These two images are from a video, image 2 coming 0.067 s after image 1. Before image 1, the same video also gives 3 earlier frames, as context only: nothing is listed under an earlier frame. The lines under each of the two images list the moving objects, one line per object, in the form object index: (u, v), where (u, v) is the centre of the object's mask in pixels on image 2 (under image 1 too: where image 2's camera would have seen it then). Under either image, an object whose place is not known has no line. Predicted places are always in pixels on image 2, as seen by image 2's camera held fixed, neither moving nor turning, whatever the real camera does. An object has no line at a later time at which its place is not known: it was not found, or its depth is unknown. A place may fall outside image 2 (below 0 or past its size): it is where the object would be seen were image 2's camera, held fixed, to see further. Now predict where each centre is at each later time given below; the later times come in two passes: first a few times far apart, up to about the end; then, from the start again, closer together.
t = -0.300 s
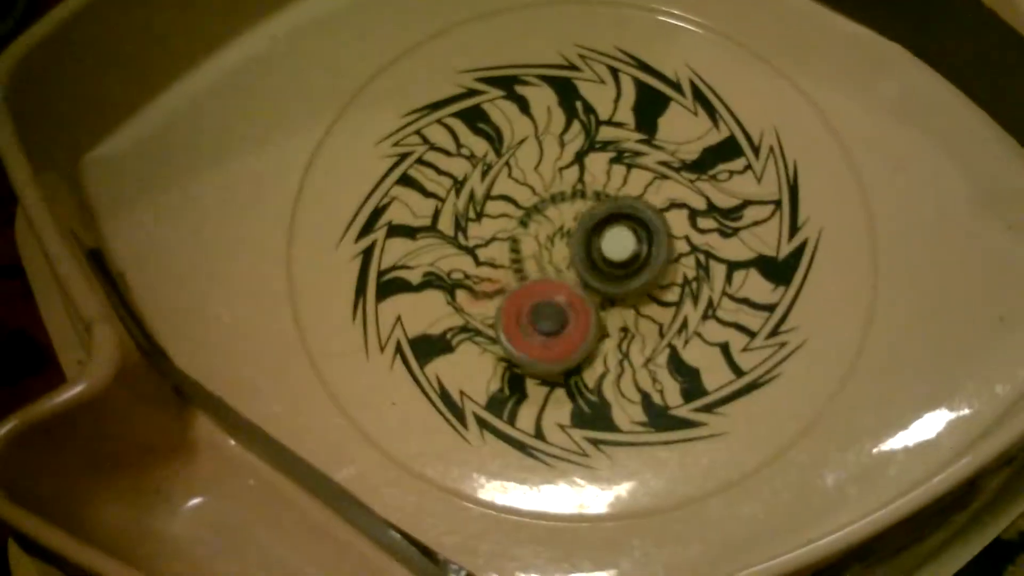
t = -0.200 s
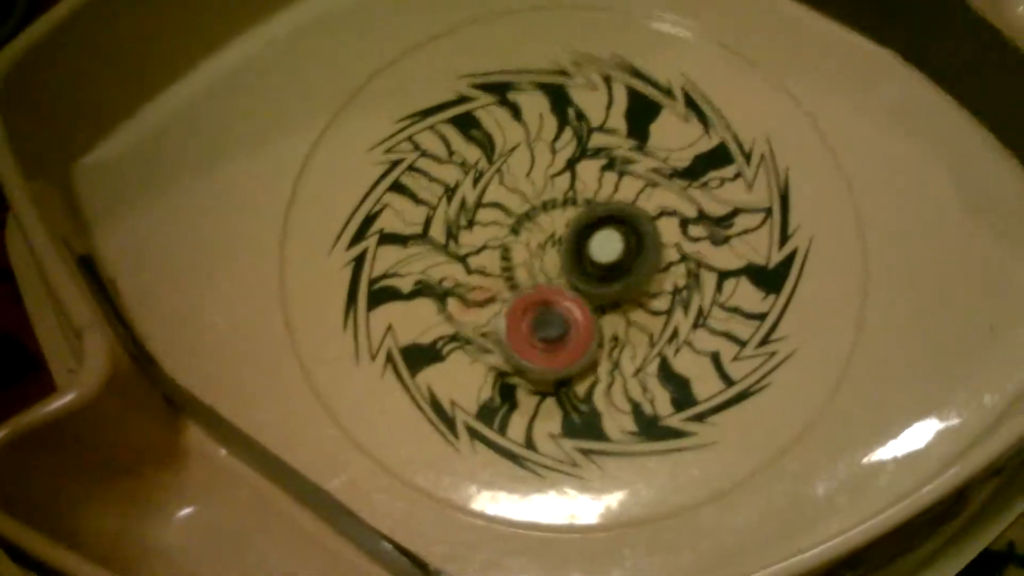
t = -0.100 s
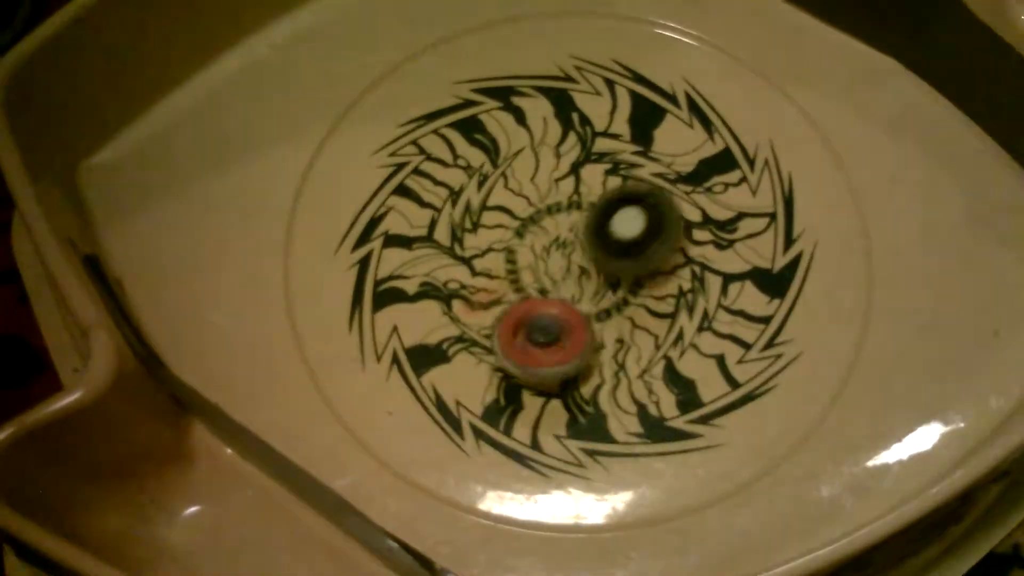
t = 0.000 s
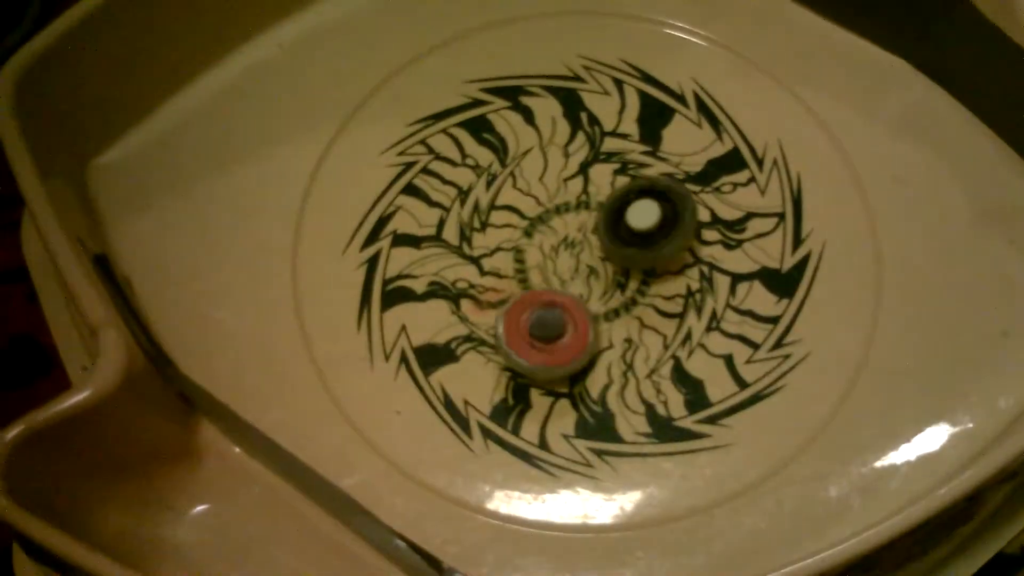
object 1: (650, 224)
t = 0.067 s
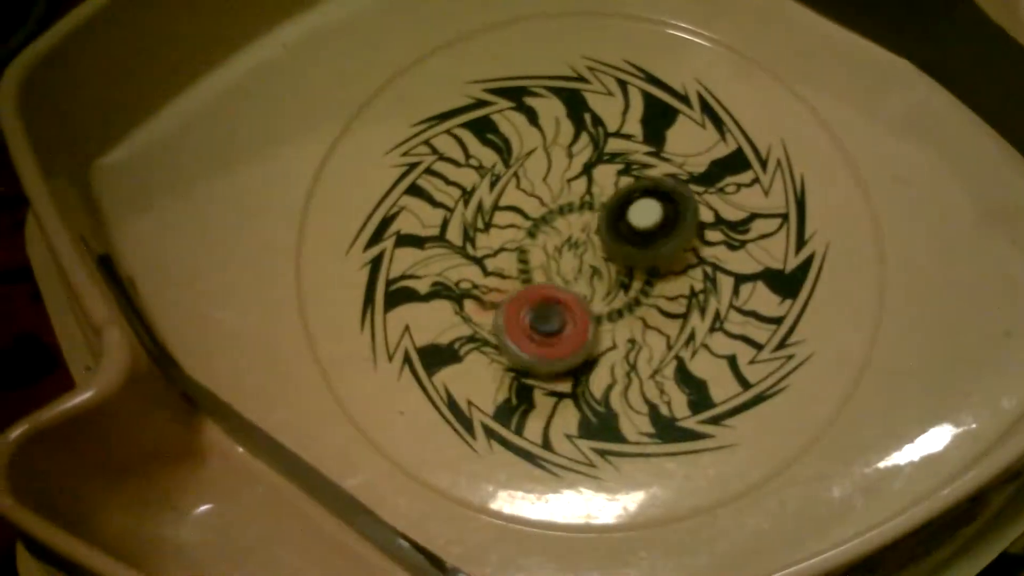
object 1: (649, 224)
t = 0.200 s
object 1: (642, 222)
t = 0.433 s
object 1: (634, 223)
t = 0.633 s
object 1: (626, 226)
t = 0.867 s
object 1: (620, 227)
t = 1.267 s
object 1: (626, 220)
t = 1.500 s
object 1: (618, 221)
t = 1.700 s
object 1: (620, 218)
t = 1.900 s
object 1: (617, 217)
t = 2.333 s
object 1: (626, 207)
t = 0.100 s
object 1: (647, 222)
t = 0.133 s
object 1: (646, 223)
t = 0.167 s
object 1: (644, 222)
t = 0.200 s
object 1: (642, 222)
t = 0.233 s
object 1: (641, 222)
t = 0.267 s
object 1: (641, 222)
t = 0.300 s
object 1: (640, 223)
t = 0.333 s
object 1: (639, 222)
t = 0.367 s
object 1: (637, 222)
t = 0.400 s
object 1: (636, 223)
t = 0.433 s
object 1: (634, 223)
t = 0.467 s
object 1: (633, 223)
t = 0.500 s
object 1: (632, 223)
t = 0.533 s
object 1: (631, 225)
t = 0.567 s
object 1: (629, 225)
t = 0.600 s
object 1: (627, 225)
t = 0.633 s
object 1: (626, 226)
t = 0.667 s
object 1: (626, 225)
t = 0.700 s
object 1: (626, 227)
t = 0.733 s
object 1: (625, 225)
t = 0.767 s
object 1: (624, 227)
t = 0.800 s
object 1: (623, 226)
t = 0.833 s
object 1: (621, 229)
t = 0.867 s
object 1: (620, 227)
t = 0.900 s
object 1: (619, 229)
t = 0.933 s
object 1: (618, 229)
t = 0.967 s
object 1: (618, 228)
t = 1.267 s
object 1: (626, 220)
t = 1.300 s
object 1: (624, 220)
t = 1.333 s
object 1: (624, 220)
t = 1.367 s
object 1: (621, 221)
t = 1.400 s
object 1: (620, 222)
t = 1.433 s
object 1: (618, 222)
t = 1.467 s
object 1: (616, 222)
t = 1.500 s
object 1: (618, 221)
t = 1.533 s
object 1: (621, 217)
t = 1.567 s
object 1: (622, 217)
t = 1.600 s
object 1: (622, 216)
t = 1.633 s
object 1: (622, 216)
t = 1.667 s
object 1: (620, 217)
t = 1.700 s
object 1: (620, 218)
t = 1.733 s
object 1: (619, 218)
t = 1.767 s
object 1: (619, 217)
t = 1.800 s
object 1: (618, 217)
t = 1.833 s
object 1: (616, 218)
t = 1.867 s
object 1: (617, 219)
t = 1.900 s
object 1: (617, 217)
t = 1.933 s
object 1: (619, 215)
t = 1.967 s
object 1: (620, 213)
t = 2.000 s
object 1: (621, 212)
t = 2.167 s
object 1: (636, 206)
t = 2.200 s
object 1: (635, 207)
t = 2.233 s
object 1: (632, 205)
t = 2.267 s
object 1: (630, 206)
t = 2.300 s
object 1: (627, 208)
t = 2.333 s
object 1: (626, 207)
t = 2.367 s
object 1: (623, 209)
